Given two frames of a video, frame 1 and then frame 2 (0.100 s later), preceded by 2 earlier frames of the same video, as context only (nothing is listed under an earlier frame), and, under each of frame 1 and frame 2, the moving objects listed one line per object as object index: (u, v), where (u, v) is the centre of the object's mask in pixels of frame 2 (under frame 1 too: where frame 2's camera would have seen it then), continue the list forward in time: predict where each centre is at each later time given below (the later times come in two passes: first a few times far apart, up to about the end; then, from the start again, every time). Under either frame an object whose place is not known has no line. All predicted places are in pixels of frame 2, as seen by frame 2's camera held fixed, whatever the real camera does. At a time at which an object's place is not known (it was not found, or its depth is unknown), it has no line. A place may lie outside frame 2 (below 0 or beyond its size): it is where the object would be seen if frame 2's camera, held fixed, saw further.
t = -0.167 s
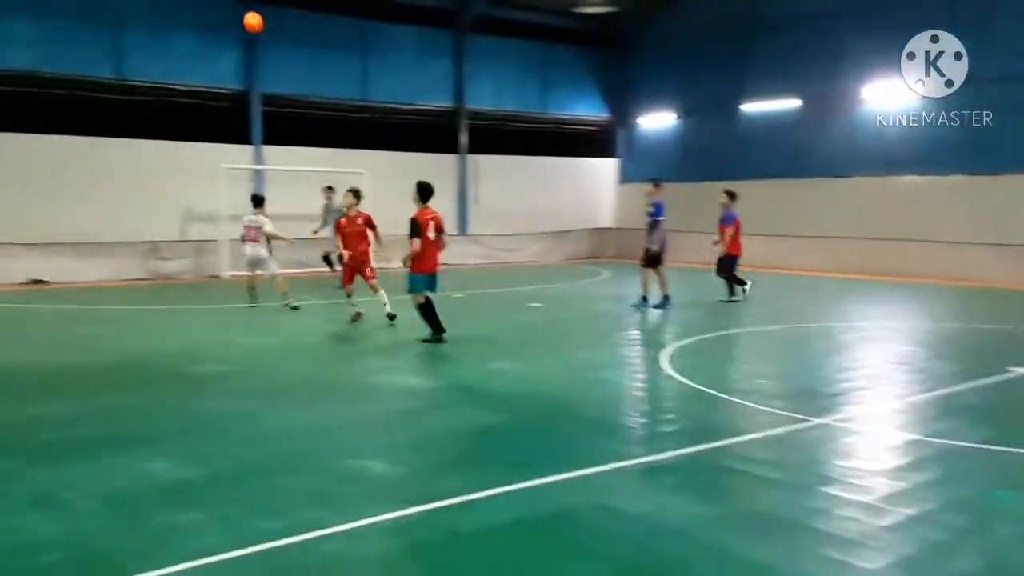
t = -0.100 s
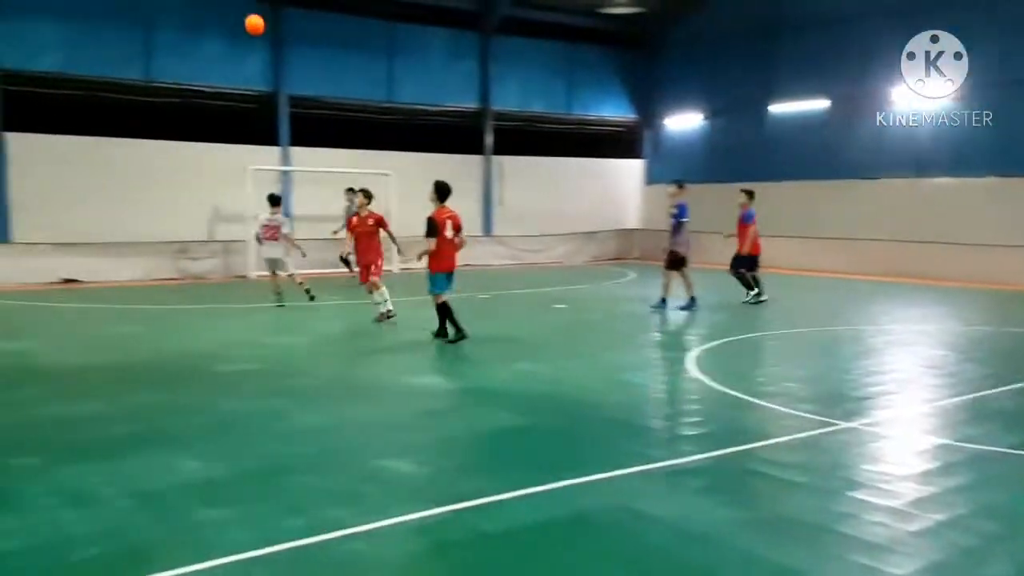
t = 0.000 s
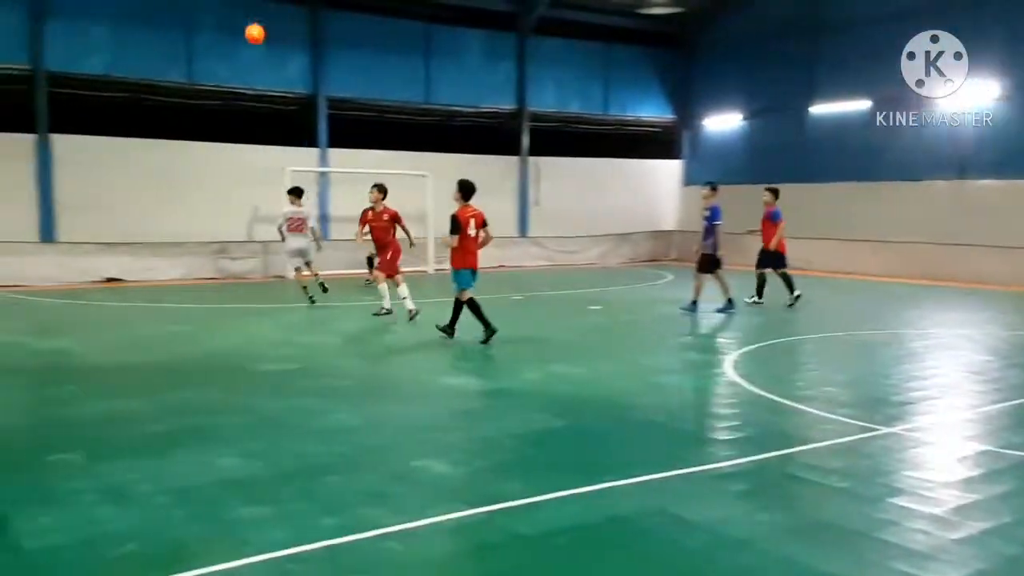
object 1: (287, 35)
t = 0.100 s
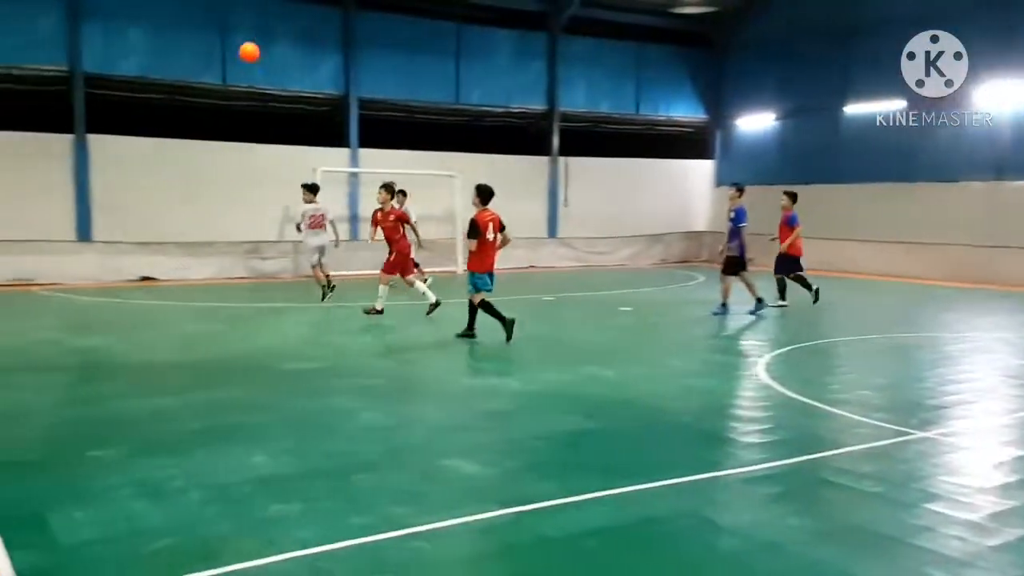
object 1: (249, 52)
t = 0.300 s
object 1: (176, 112)
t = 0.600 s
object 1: (74, 263)
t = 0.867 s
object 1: (6, 254)
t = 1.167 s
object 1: (-58, 221)
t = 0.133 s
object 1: (237, 59)
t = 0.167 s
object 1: (224, 67)
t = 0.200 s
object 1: (213, 77)
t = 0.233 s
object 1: (200, 88)
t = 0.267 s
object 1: (188, 99)
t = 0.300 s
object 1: (176, 112)
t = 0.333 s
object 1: (164, 125)
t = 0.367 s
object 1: (153, 139)
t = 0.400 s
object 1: (141, 154)
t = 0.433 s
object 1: (129, 170)
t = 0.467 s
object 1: (118, 187)
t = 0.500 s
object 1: (107, 206)
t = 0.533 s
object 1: (95, 224)
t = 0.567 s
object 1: (85, 242)
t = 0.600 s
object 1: (74, 263)
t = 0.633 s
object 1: (64, 283)
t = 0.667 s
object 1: (53, 306)
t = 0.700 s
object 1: (45, 308)
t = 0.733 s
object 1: (38, 296)
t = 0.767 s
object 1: (29, 284)
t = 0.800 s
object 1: (21, 273)
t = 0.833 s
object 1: (14, 264)
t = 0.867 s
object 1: (6, 254)
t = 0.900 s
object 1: (-1, 247)
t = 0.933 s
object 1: (-9, 242)
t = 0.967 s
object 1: (-17, 235)
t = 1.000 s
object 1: (-24, 229)
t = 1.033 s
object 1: (-32, 226)
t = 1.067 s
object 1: (-38, 223)
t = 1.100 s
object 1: (-45, 222)
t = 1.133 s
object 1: (-52, 220)
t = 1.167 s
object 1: (-58, 221)
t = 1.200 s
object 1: (-67, 220)
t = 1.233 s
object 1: (-73, 222)
